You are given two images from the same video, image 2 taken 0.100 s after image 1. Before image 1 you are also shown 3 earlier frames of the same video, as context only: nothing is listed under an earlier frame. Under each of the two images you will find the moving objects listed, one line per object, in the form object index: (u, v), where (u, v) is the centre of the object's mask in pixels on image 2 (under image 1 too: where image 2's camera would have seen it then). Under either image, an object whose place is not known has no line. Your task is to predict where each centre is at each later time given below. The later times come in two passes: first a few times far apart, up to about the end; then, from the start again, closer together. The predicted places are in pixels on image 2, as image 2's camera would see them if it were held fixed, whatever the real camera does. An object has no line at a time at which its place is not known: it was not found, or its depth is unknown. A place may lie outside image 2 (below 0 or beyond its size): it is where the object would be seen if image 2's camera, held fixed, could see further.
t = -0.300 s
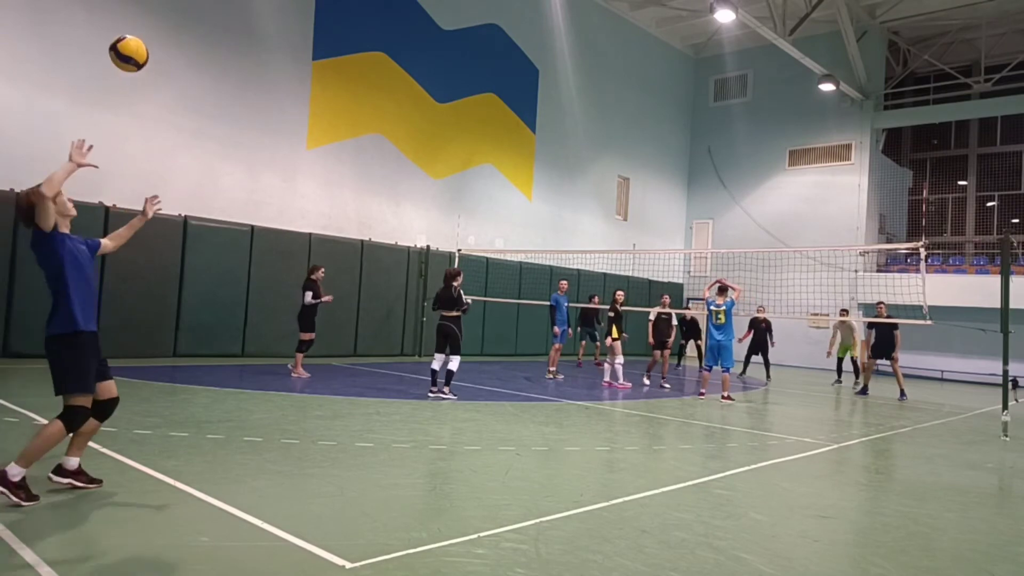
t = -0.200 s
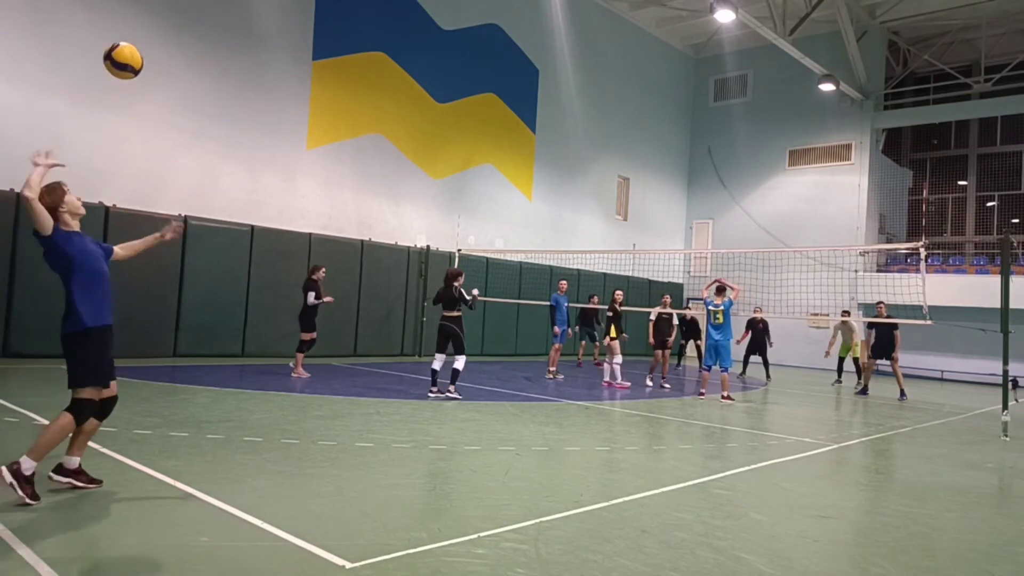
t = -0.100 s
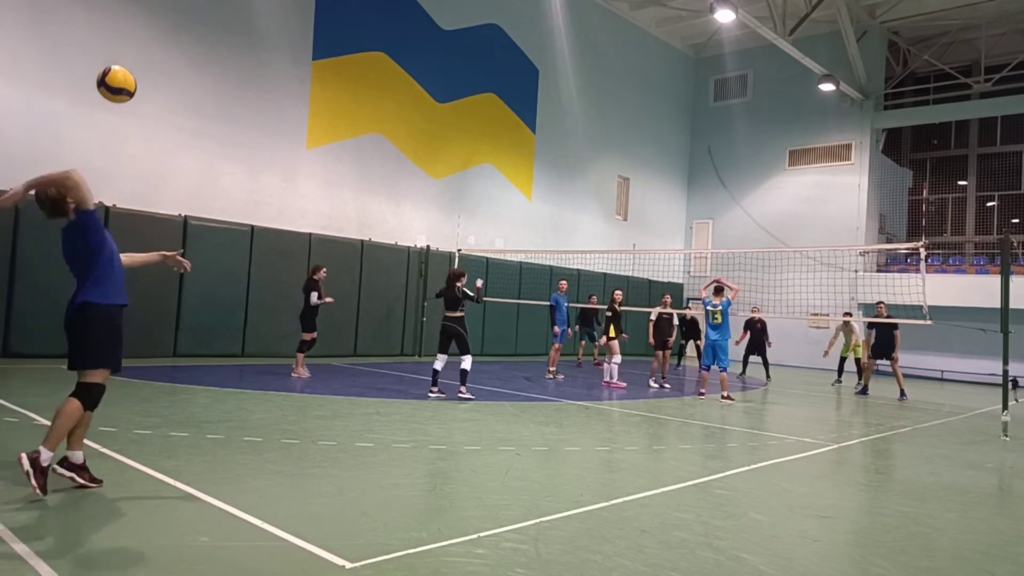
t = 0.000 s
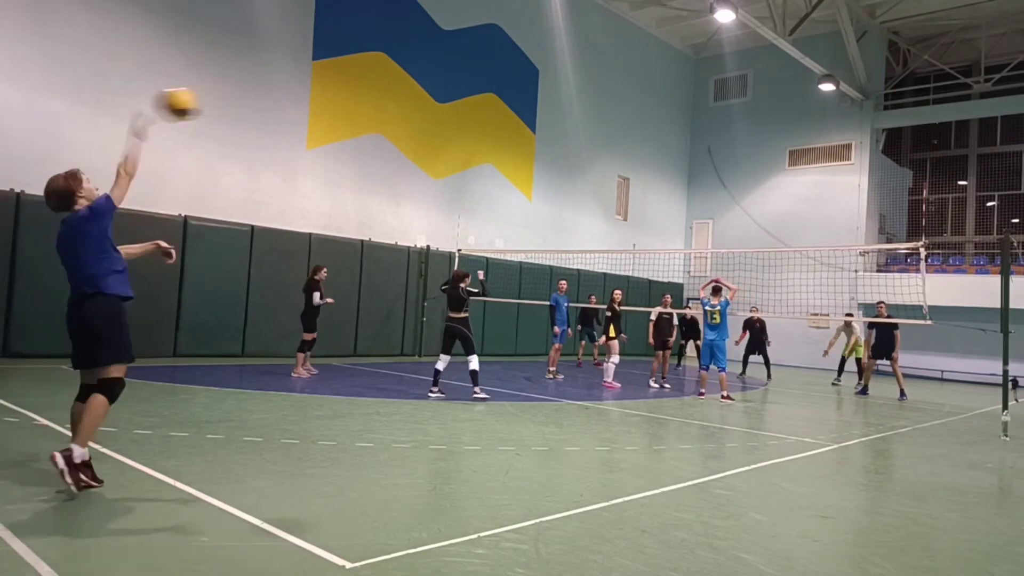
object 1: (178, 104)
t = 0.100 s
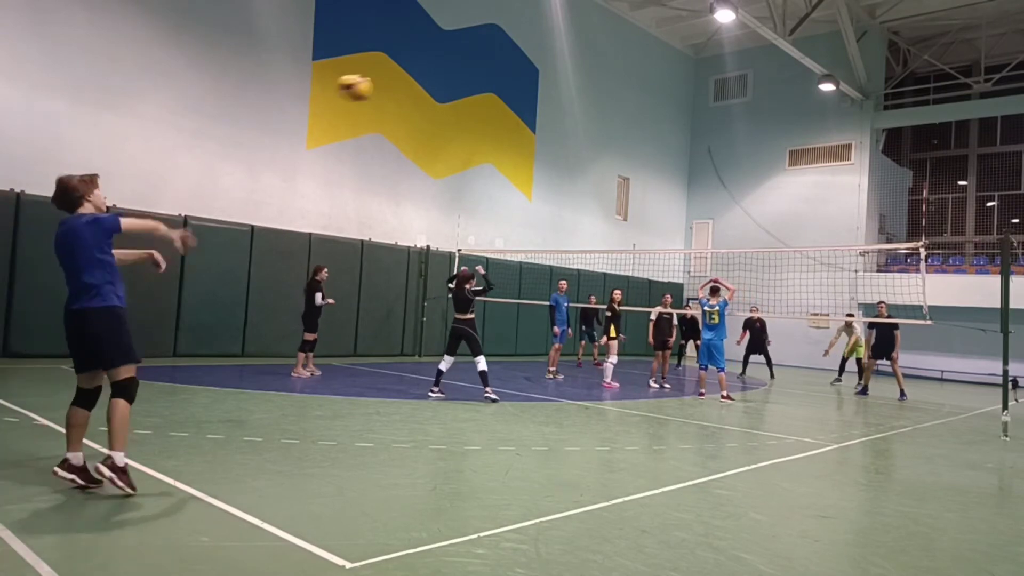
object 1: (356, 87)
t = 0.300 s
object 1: (557, 99)
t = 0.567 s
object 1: (692, 151)
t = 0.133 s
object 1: (401, 85)
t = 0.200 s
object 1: (474, 87)
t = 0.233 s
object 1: (505, 90)
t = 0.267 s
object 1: (533, 94)
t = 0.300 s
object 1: (557, 99)
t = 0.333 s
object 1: (580, 105)
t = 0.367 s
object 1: (601, 111)
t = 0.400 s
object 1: (619, 117)
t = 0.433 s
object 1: (636, 123)
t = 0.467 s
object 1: (652, 129)
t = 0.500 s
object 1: (667, 136)
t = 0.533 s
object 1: (680, 144)
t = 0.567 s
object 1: (692, 151)
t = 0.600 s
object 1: (704, 159)
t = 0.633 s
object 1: (716, 168)
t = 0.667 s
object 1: (725, 177)
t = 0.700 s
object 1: (735, 187)
